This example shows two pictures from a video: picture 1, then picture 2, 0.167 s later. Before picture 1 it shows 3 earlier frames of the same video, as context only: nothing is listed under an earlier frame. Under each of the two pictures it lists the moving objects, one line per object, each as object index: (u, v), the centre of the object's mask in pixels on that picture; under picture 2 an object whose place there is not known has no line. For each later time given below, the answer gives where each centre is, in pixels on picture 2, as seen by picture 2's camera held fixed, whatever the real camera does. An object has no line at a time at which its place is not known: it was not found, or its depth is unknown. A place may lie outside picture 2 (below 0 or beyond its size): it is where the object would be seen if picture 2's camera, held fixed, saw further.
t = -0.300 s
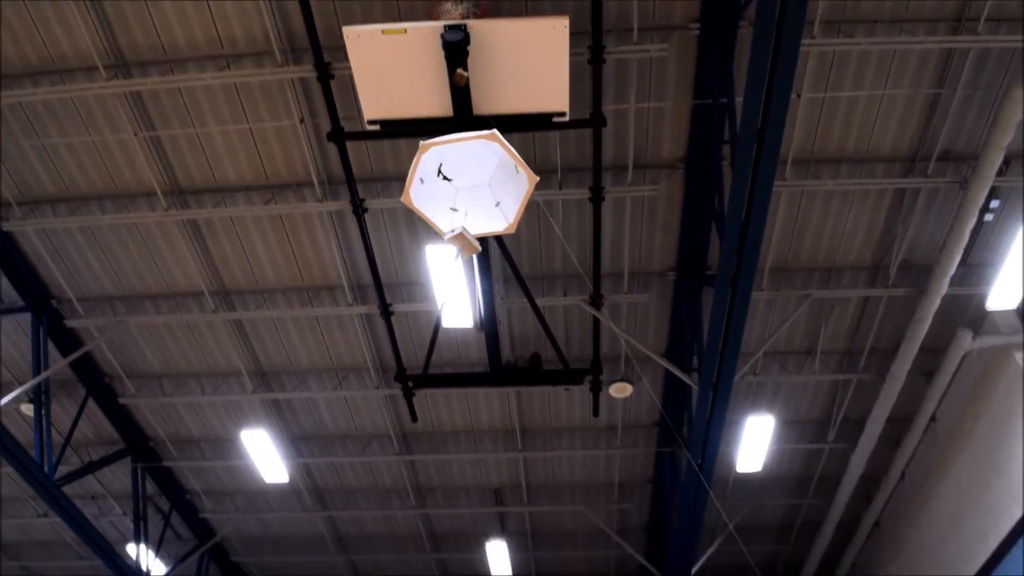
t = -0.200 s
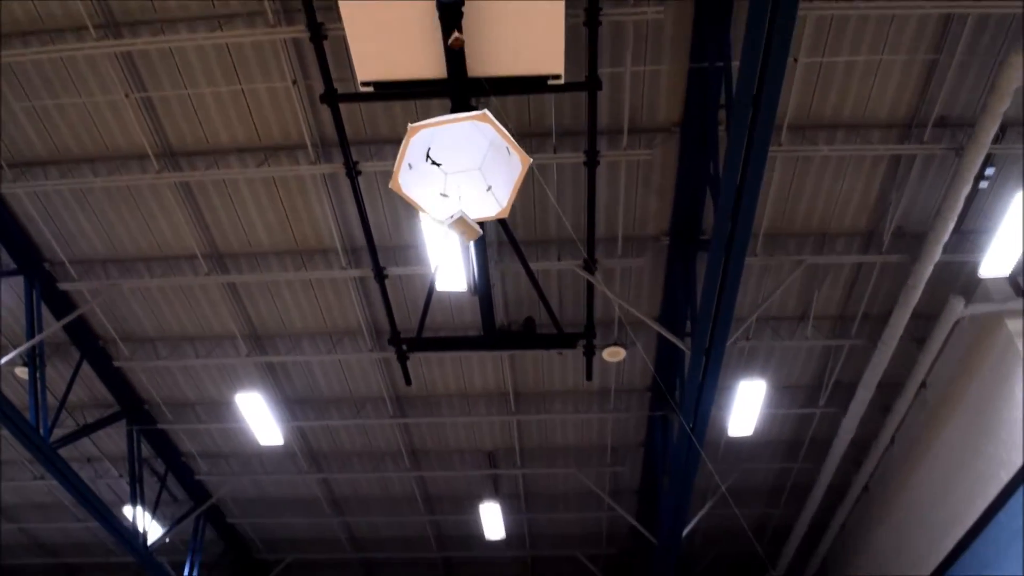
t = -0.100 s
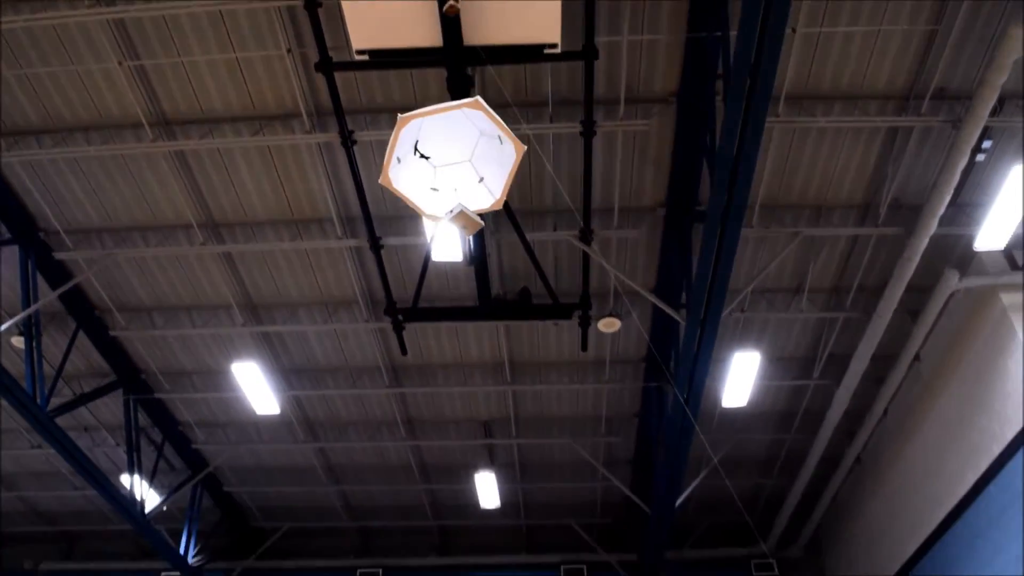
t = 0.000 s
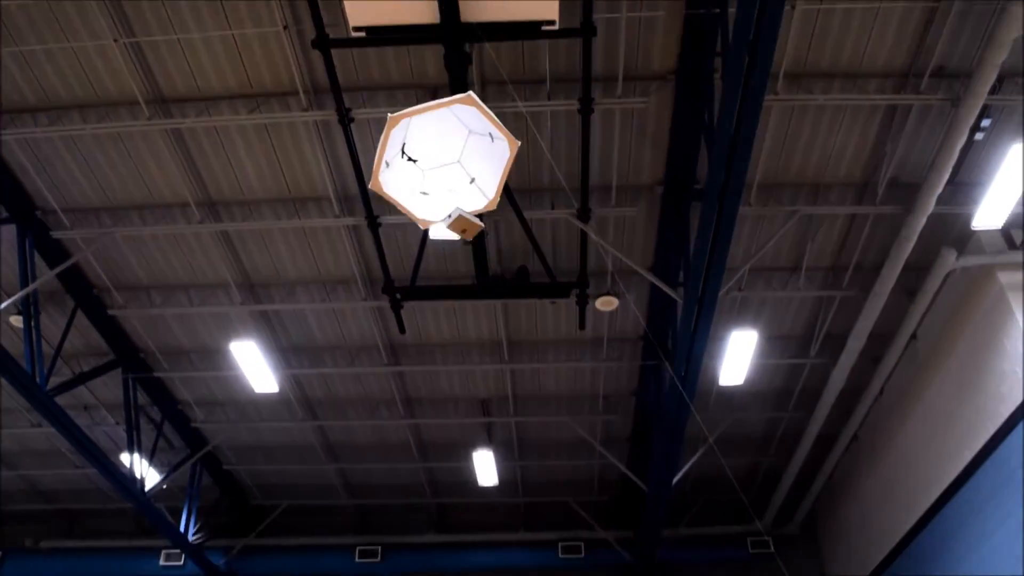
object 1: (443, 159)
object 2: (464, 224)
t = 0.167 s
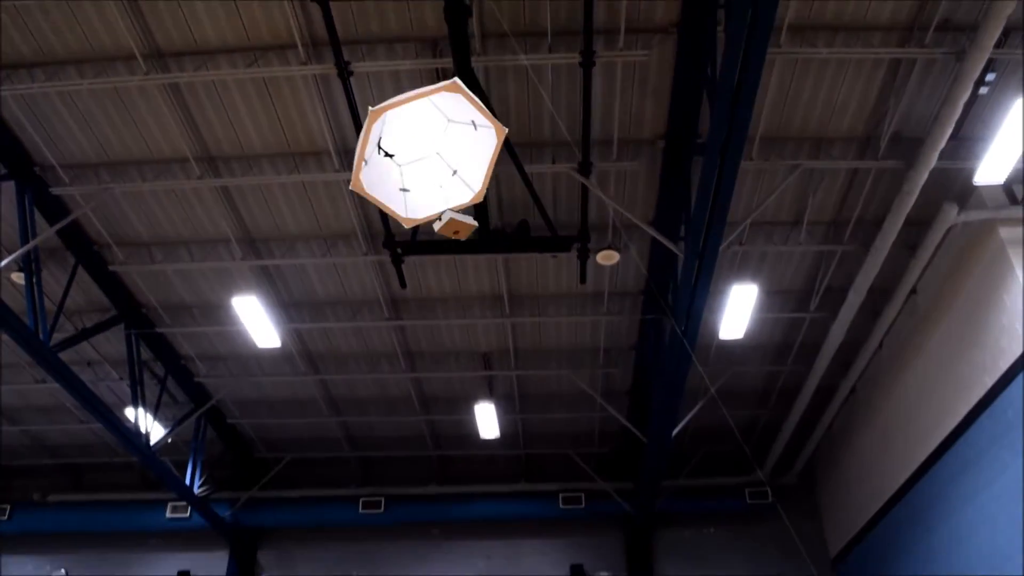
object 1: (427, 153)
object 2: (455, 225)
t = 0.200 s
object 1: (422, 163)
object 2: (452, 236)
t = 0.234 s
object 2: (447, 248)
